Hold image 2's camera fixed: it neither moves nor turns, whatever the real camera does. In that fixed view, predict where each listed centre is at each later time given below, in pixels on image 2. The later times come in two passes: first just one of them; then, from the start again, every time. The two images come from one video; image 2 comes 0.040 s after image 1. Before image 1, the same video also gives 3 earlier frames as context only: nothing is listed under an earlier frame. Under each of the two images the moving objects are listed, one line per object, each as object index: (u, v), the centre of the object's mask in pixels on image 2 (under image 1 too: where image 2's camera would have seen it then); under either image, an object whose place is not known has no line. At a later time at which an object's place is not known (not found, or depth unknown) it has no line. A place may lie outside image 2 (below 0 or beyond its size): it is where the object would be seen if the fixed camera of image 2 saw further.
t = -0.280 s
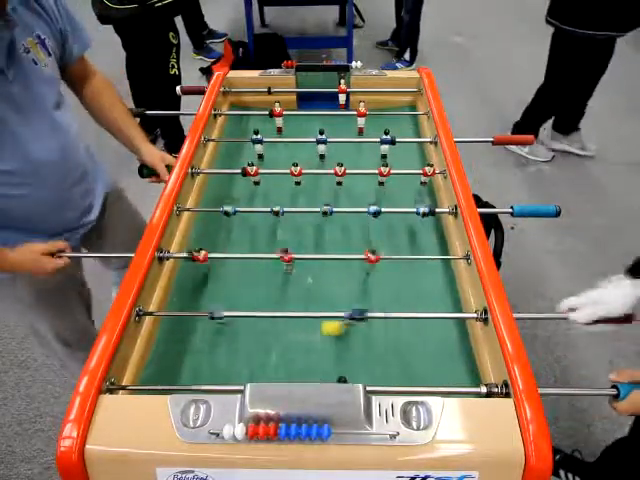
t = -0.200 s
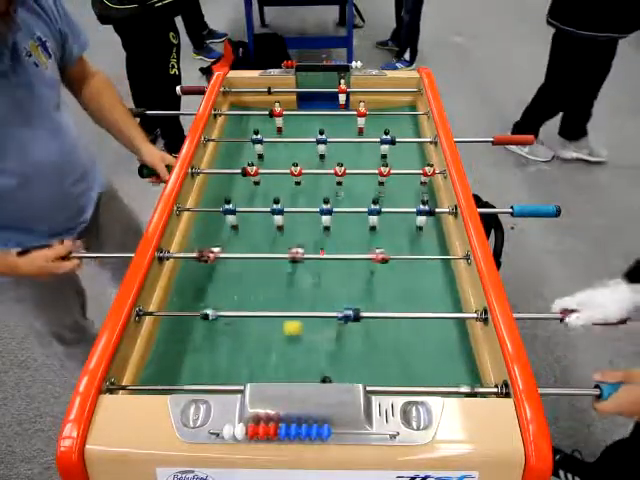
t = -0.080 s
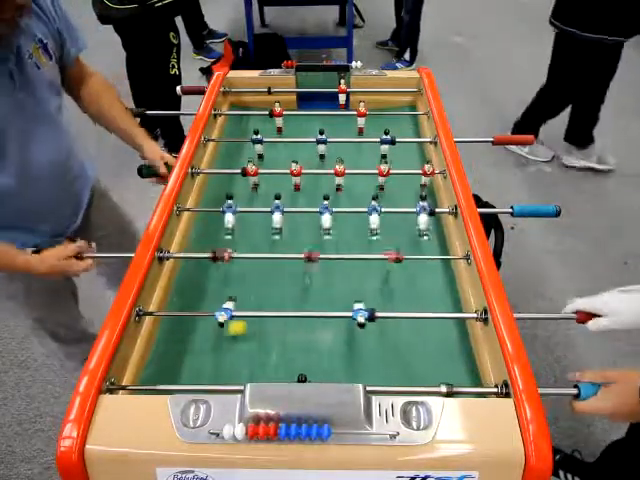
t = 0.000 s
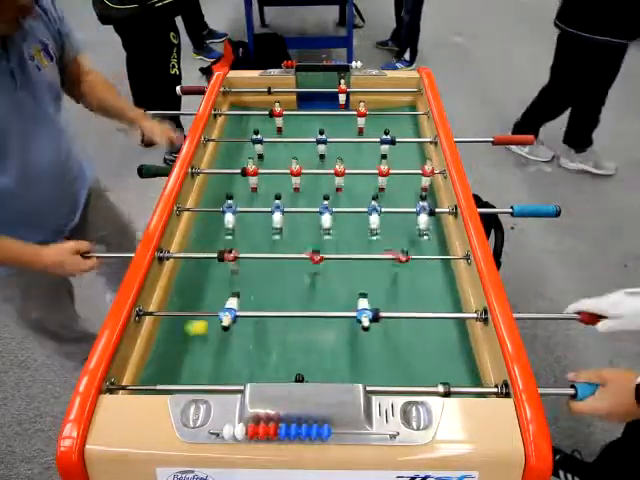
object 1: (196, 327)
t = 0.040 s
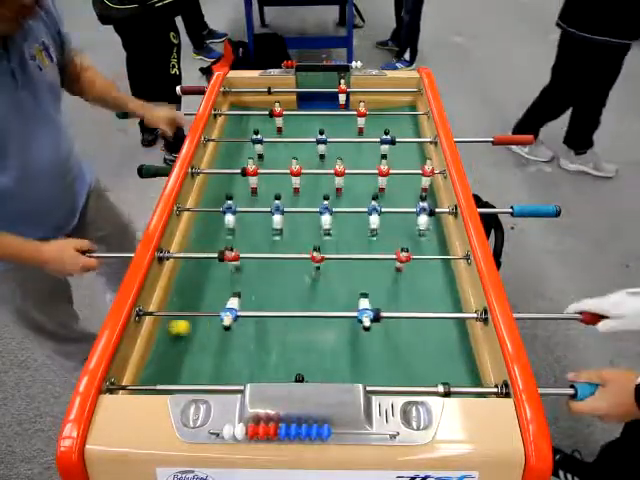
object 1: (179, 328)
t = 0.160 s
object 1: (188, 334)
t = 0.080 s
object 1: (167, 328)
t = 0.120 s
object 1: (176, 329)
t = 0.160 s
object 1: (188, 334)
